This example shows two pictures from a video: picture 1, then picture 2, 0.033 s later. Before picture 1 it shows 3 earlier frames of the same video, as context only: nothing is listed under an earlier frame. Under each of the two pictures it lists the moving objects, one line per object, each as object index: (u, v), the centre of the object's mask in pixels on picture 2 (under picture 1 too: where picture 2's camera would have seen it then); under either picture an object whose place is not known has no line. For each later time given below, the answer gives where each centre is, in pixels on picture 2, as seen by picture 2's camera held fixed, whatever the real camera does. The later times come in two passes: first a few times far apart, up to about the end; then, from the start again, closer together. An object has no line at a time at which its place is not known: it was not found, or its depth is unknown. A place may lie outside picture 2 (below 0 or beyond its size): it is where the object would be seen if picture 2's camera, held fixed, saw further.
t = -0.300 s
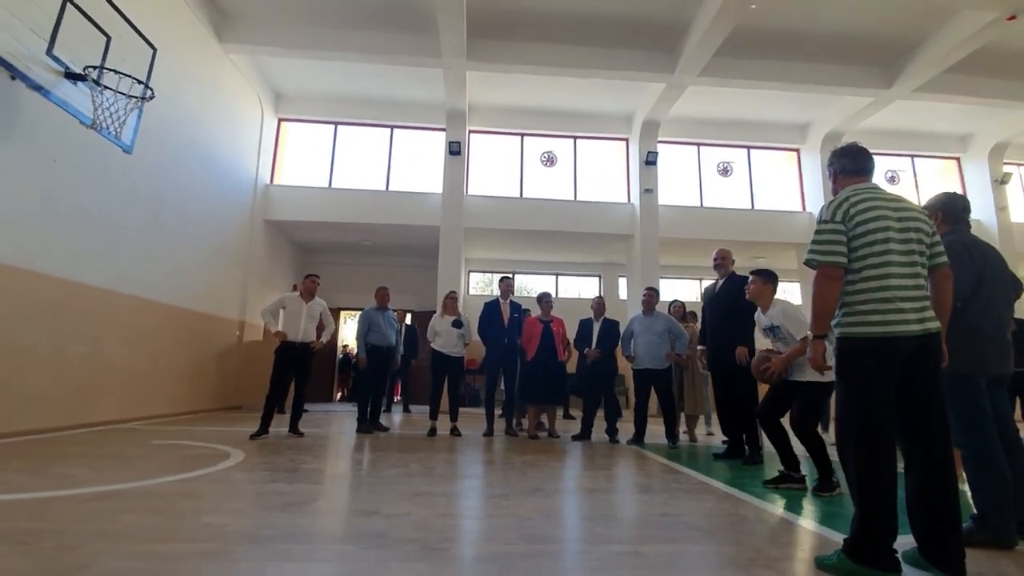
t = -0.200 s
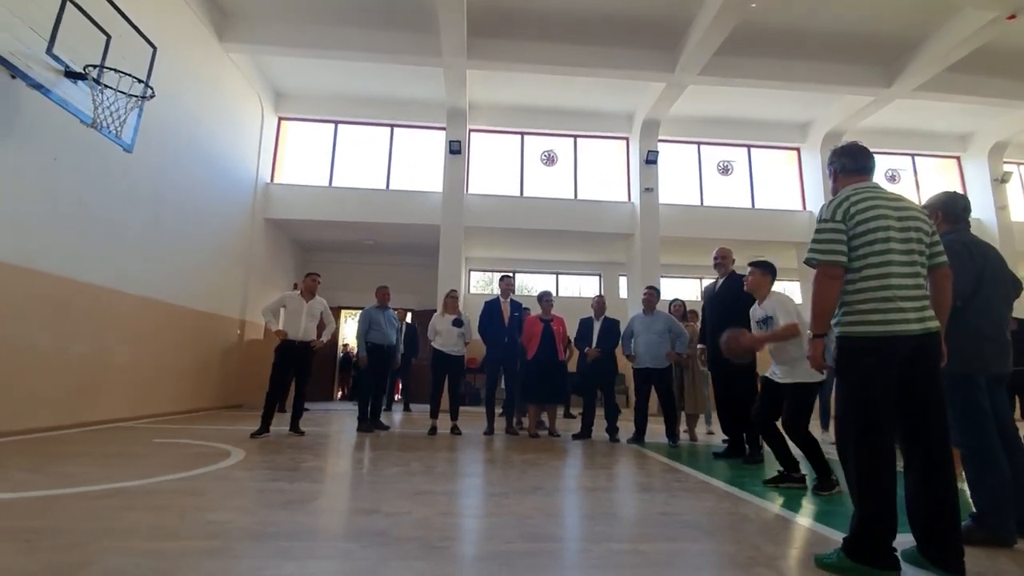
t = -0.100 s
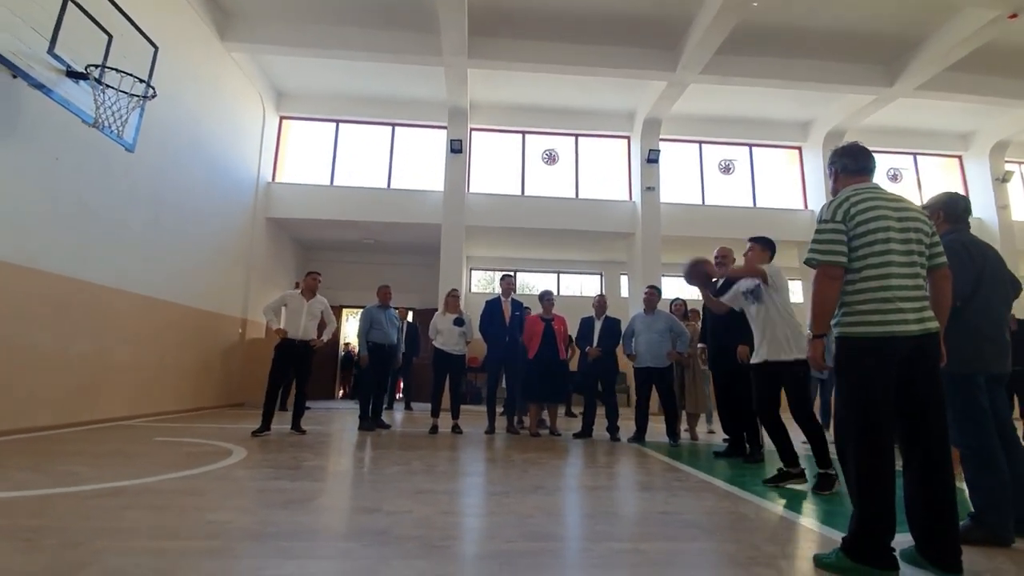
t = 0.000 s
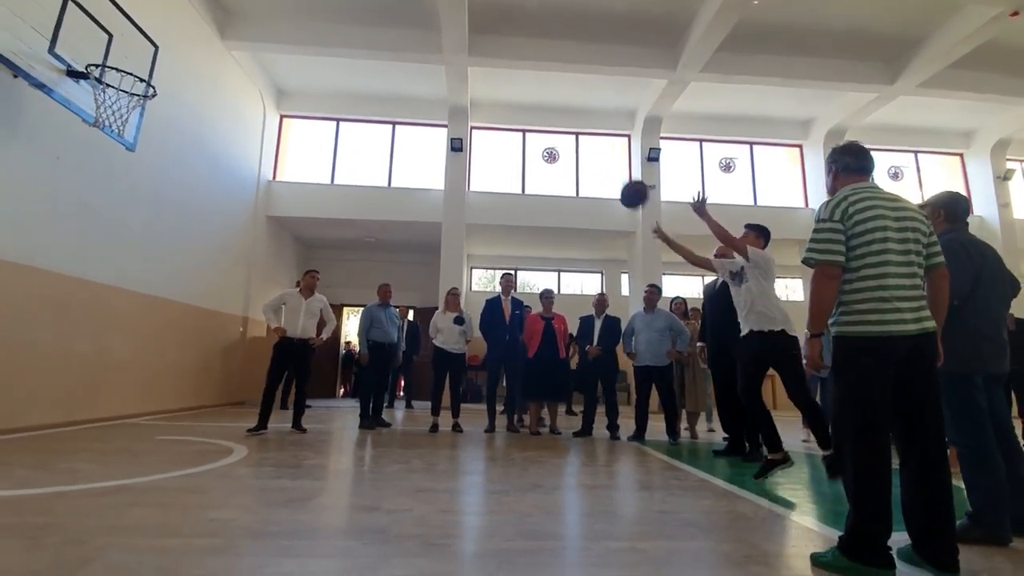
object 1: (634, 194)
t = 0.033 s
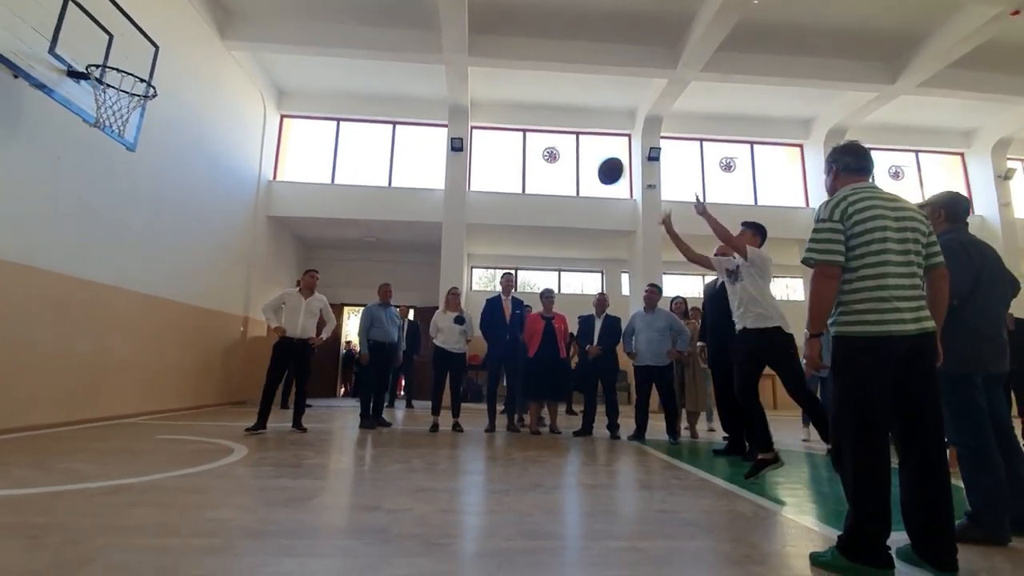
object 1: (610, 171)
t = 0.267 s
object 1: (464, 65)
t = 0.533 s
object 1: (319, 27)
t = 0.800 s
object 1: (183, 59)
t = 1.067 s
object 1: (81, 47)
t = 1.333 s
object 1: (31, 32)
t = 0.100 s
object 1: (565, 131)
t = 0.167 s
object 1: (523, 101)
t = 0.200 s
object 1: (503, 87)
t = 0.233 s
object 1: (483, 75)
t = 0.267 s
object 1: (464, 65)
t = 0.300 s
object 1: (444, 56)
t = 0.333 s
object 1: (426, 48)
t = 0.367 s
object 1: (408, 41)
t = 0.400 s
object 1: (389, 36)
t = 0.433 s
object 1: (371, 32)
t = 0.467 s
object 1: (354, 30)
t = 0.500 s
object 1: (337, 28)
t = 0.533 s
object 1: (319, 27)
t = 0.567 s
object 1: (302, 27)
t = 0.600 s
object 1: (285, 30)
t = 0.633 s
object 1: (268, 32)
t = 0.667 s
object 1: (251, 36)
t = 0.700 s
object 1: (234, 40)
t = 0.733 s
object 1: (218, 44)
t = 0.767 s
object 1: (201, 51)
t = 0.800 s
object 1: (183, 59)
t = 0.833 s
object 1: (167, 68)
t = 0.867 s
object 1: (150, 77)
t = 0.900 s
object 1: (133, 86)
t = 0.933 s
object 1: (123, 76)
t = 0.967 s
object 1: (114, 67)
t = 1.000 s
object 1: (104, 60)
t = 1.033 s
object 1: (93, 53)
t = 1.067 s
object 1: (81, 47)
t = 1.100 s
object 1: (70, 42)
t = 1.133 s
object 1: (57, 37)
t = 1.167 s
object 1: (53, 33)
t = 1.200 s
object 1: (50, 31)
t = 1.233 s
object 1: (46, 29)
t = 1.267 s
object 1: (41, 29)
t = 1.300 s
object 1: (36, 30)
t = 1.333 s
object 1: (31, 32)
